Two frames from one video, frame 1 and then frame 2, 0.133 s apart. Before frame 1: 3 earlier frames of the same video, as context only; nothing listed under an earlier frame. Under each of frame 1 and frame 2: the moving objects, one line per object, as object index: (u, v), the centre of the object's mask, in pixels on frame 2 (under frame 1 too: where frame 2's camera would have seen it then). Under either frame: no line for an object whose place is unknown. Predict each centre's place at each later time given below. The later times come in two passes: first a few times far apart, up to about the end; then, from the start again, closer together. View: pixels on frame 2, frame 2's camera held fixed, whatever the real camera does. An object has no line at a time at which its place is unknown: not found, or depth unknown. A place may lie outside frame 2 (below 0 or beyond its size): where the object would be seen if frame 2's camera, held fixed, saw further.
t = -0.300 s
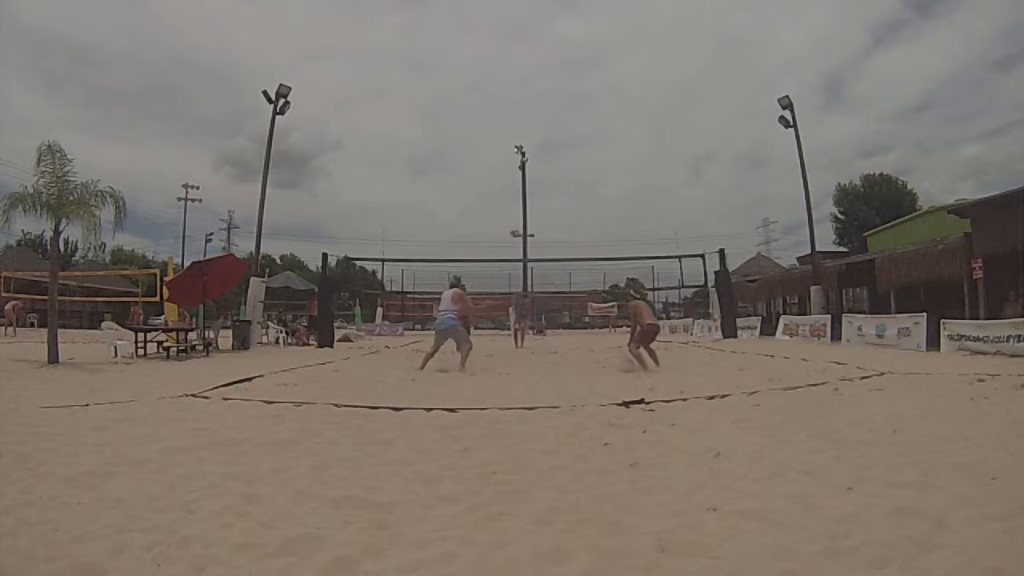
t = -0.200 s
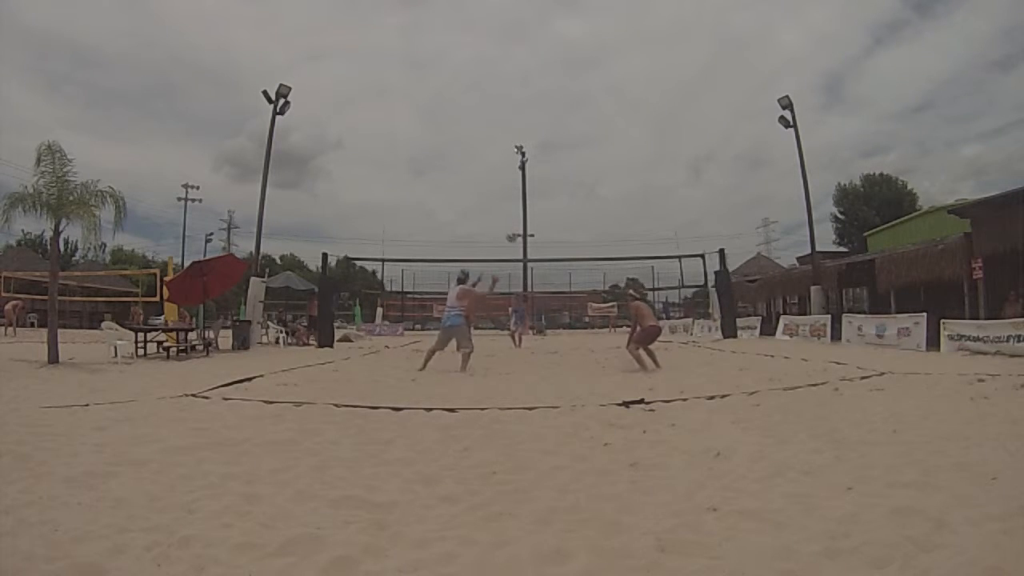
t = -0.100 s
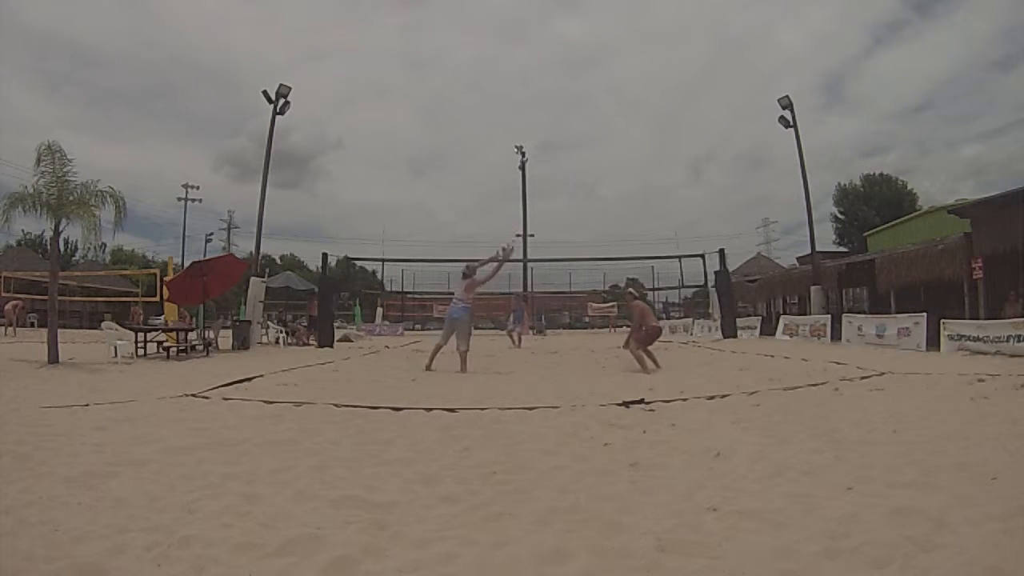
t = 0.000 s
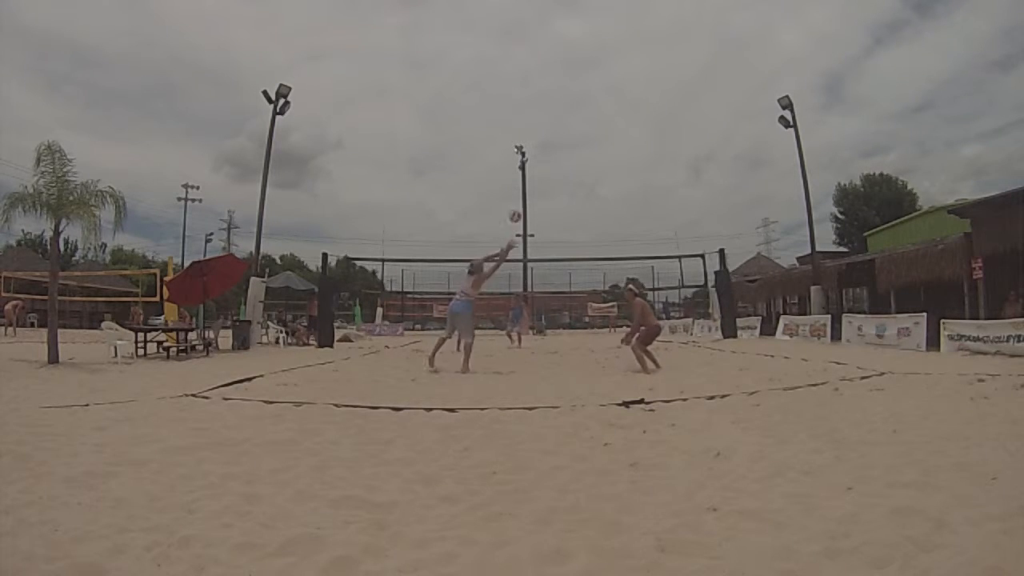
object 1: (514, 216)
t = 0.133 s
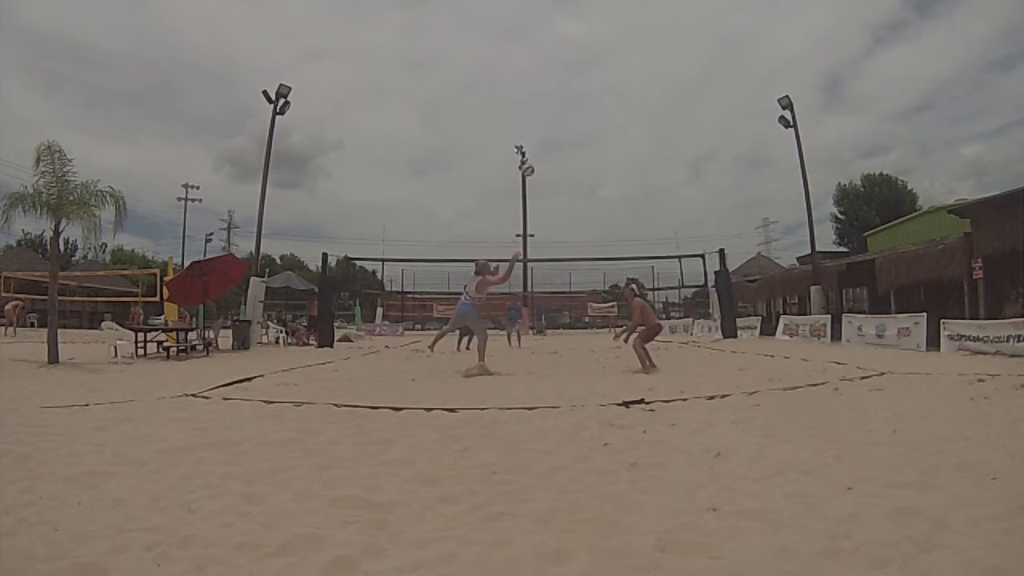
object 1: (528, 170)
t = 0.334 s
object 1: (547, 120)
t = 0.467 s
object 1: (560, 99)
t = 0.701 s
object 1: (586, 85)
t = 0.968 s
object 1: (623, 107)
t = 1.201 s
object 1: (662, 170)
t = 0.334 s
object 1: (547, 120)
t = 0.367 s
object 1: (550, 114)
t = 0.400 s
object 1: (554, 108)
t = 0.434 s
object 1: (556, 103)
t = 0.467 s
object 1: (560, 99)
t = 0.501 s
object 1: (563, 95)
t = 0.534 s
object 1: (567, 92)
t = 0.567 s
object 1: (571, 89)
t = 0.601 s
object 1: (575, 87)
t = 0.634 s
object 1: (579, 86)
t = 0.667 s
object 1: (583, 85)
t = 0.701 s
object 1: (586, 85)
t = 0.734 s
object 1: (591, 86)
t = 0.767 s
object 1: (595, 87)
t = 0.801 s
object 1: (599, 88)
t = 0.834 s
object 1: (603, 91)
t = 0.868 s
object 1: (608, 94)
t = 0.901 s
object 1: (613, 98)
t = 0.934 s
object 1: (618, 103)
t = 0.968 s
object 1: (623, 107)
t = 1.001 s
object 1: (628, 114)
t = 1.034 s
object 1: (633, 121)
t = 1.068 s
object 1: (639, 129)
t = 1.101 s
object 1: (644, 138)
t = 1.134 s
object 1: (650, 148)
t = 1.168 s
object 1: (657, 159)
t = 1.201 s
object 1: (662, 170)
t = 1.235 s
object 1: (669, 183)
